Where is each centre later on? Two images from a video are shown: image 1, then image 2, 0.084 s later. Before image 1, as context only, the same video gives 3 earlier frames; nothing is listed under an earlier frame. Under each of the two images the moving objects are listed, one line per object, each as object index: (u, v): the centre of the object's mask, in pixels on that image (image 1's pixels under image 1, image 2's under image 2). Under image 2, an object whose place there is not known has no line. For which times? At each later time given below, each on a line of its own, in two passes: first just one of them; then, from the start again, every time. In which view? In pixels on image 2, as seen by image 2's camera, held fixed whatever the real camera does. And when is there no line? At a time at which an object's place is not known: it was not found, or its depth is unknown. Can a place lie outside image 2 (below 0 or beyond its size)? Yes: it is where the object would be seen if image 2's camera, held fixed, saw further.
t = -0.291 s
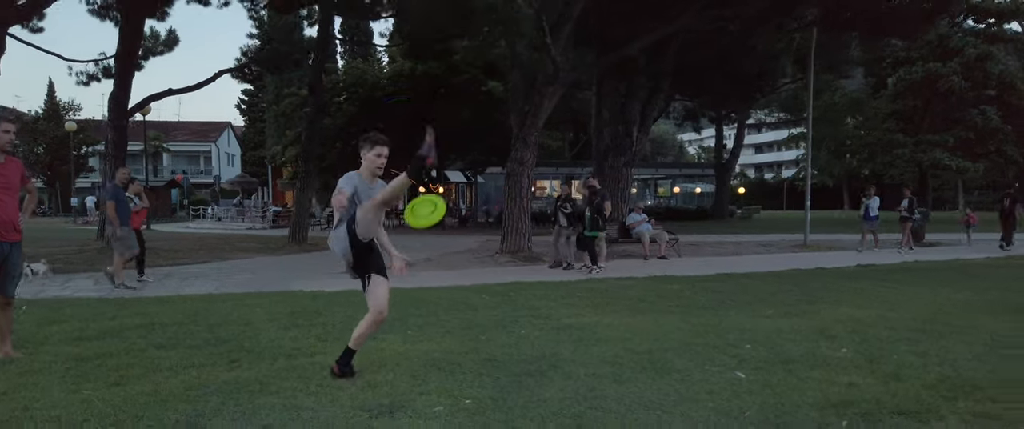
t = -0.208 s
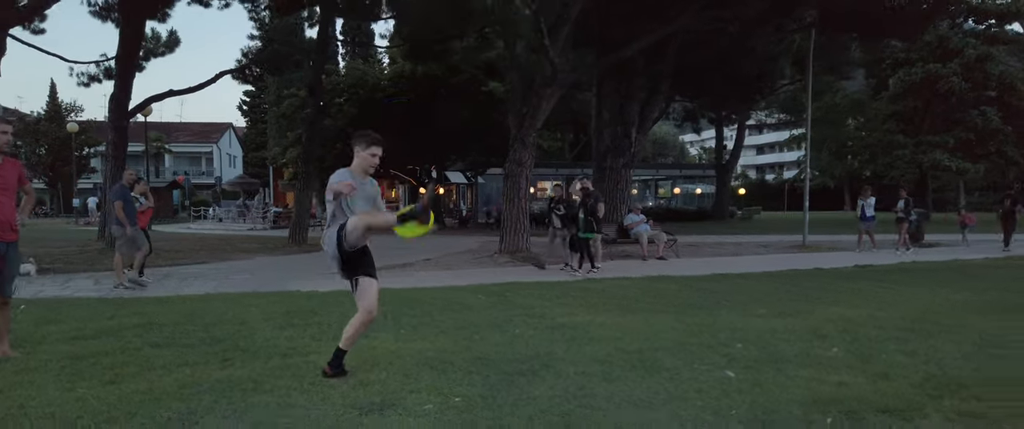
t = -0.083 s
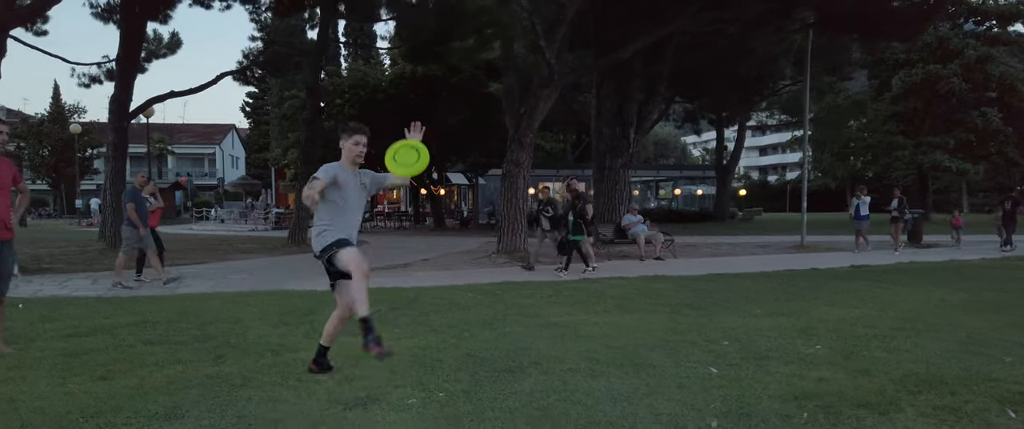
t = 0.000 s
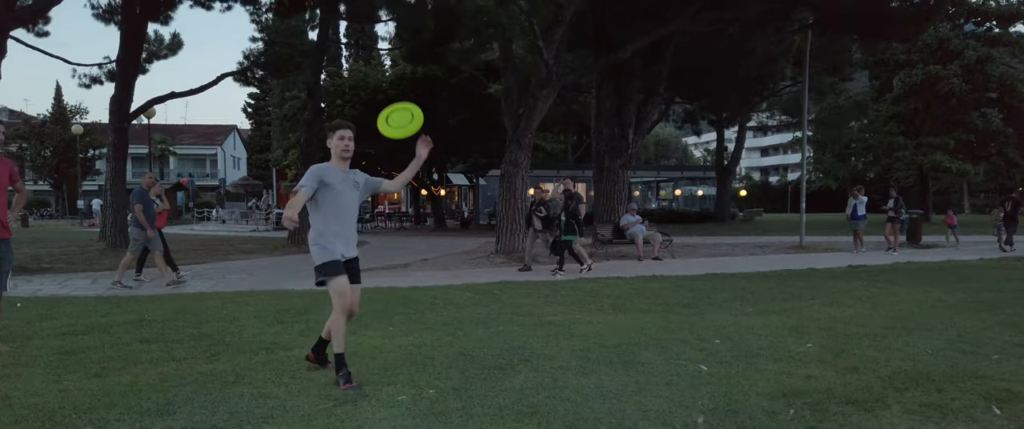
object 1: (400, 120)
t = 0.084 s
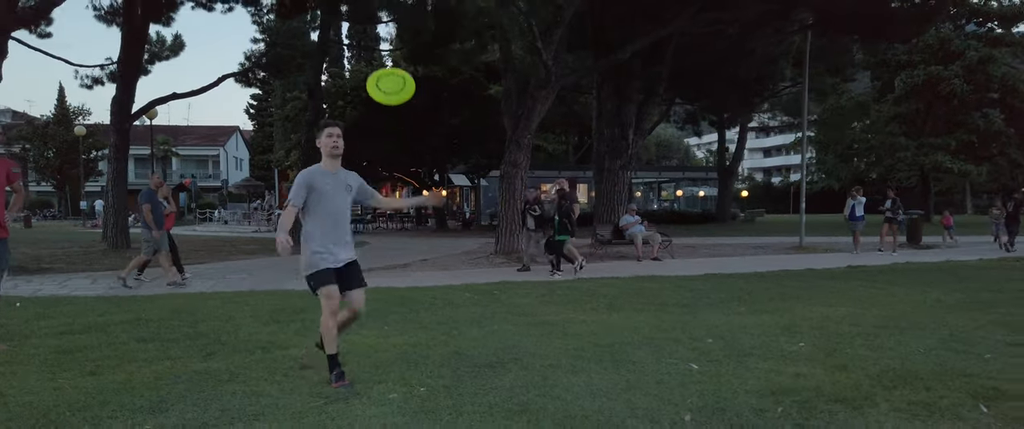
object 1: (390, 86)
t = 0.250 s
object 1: (369, 30)
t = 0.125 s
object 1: (386, 73)
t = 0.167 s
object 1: (379, 56)
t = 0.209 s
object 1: (376, 45)
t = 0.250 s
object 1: (369, 30)
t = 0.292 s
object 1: (363, 22)
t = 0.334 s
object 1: (356, 14)
